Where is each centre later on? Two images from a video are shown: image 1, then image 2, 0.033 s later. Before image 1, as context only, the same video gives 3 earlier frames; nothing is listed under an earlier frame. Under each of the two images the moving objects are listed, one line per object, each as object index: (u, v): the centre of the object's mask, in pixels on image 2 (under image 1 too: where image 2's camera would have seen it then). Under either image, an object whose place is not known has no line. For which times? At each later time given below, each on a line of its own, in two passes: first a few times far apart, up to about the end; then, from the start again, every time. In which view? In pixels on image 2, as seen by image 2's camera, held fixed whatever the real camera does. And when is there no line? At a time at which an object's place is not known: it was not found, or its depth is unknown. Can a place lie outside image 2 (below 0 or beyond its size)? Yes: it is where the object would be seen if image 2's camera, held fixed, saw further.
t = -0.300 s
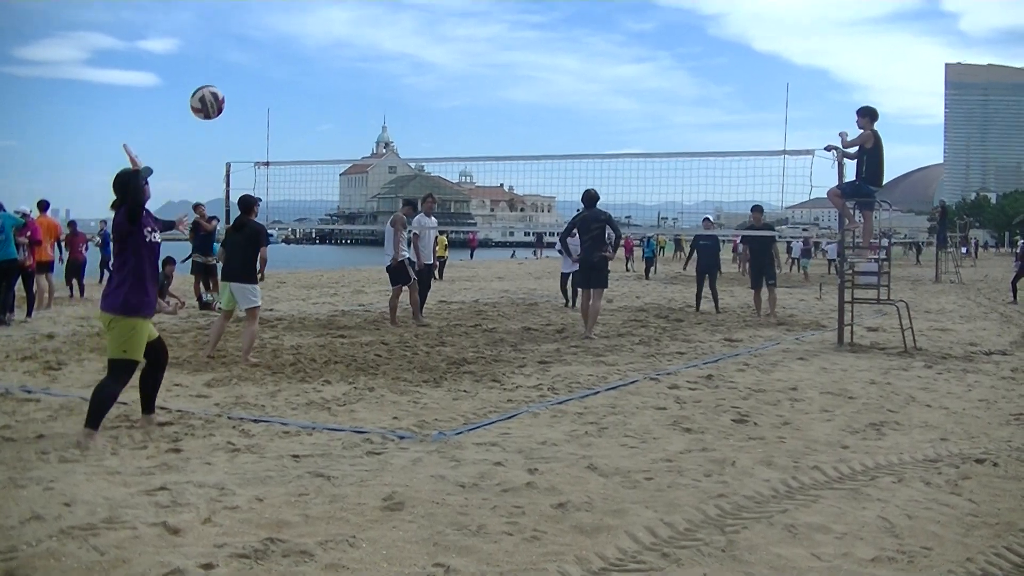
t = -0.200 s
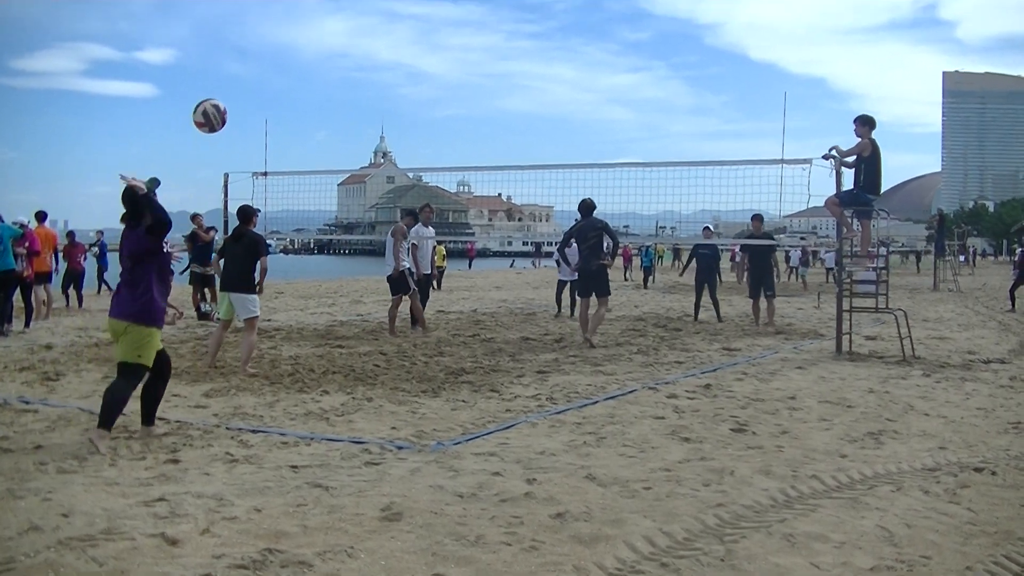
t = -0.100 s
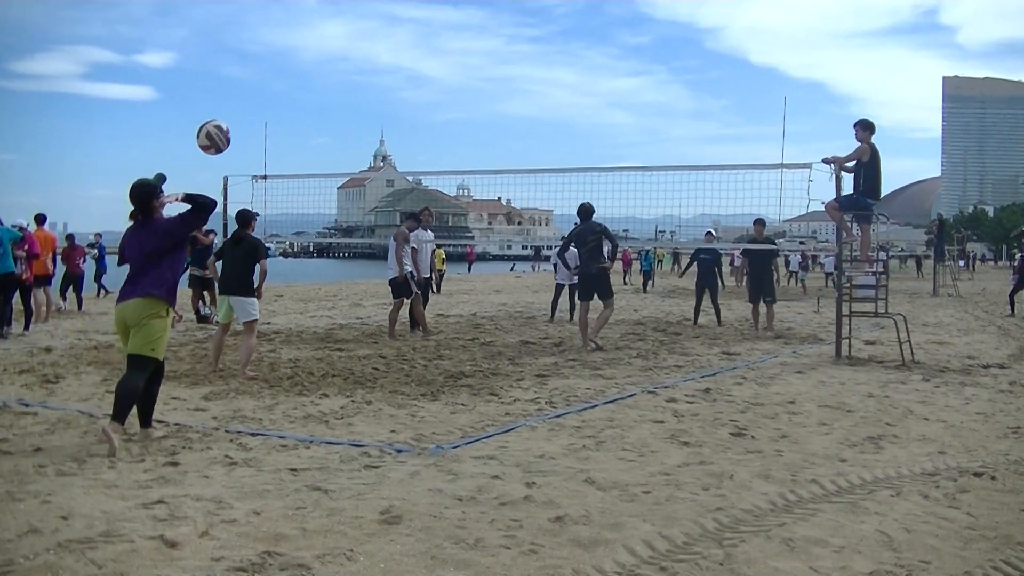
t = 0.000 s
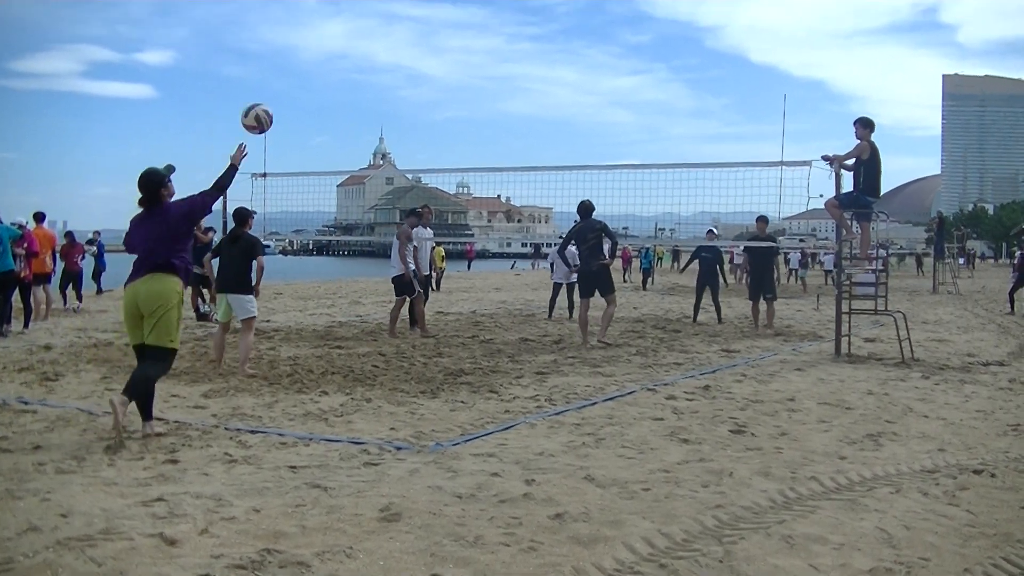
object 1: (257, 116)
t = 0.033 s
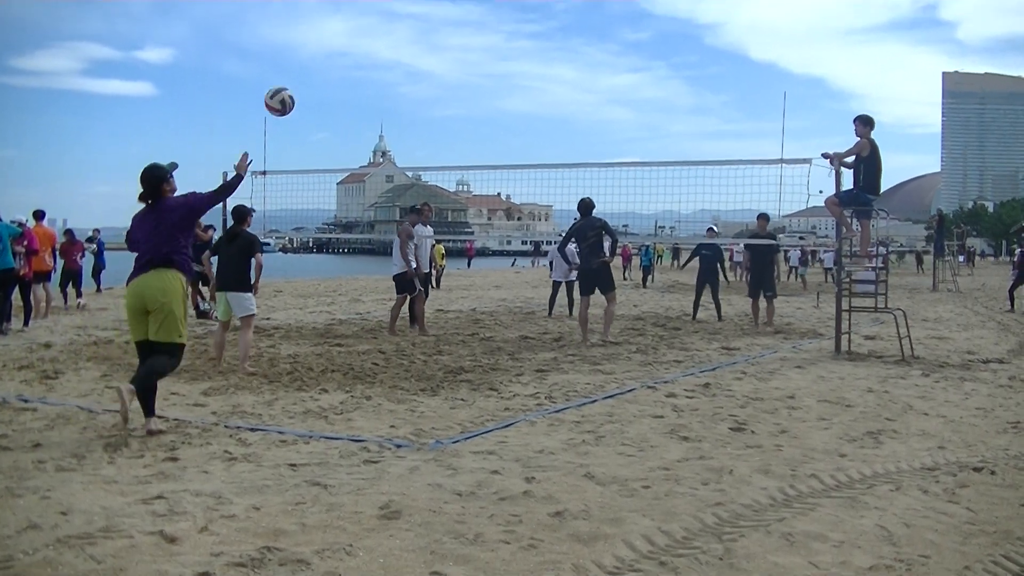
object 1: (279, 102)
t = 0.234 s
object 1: (375, 56)
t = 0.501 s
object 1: (433, 76)
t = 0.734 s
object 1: (450, 123)
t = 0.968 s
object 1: (457, 185)
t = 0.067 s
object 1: (300, 89)
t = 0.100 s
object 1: (318, 79)
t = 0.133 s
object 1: (335, 70)
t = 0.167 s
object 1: (350, 64)
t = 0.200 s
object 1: (363, 59)
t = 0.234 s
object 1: (375, 56)
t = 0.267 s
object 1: (386, 55)
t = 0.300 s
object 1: (395, 55)
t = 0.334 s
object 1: (404, 56)
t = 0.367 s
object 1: (412, 58)
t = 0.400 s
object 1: (419, 62)
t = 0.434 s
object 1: (424, 66)
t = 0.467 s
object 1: (429, 70)
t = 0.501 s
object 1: (433, 76)
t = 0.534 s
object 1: (436, 82)
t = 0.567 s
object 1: (439, 88)
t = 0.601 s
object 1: (442, 94)
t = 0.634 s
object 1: (444, 101)
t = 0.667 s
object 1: (446, 108)
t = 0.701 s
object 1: (448, 115)
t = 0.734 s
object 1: (450, 123)
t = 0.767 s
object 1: (451, 131)
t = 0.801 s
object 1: (452, 140)
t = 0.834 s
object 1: (454, 148)
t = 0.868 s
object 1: (454, 157)
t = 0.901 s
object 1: (455, 166)
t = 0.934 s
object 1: (456, 176)
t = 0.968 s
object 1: (457, 185)
